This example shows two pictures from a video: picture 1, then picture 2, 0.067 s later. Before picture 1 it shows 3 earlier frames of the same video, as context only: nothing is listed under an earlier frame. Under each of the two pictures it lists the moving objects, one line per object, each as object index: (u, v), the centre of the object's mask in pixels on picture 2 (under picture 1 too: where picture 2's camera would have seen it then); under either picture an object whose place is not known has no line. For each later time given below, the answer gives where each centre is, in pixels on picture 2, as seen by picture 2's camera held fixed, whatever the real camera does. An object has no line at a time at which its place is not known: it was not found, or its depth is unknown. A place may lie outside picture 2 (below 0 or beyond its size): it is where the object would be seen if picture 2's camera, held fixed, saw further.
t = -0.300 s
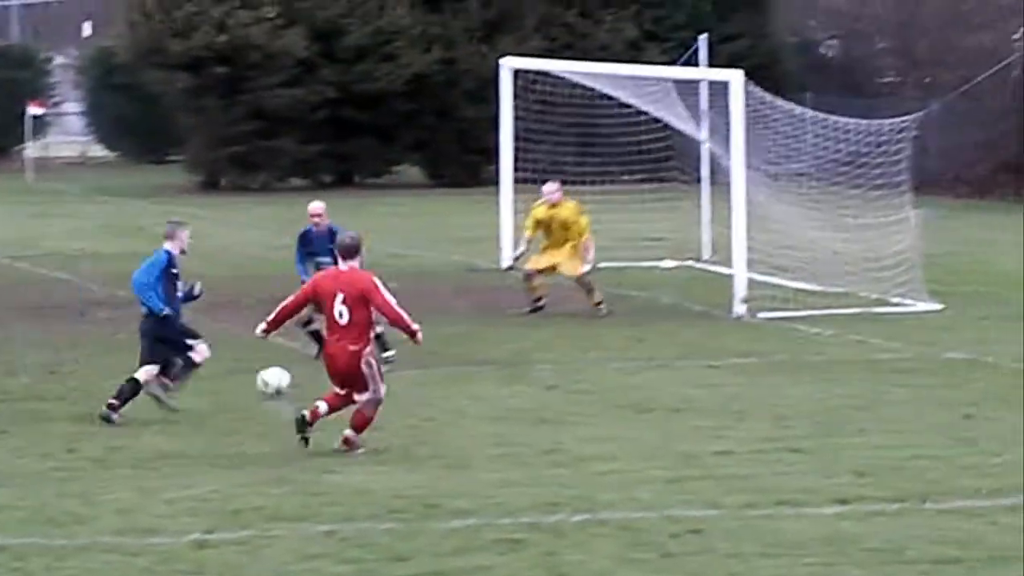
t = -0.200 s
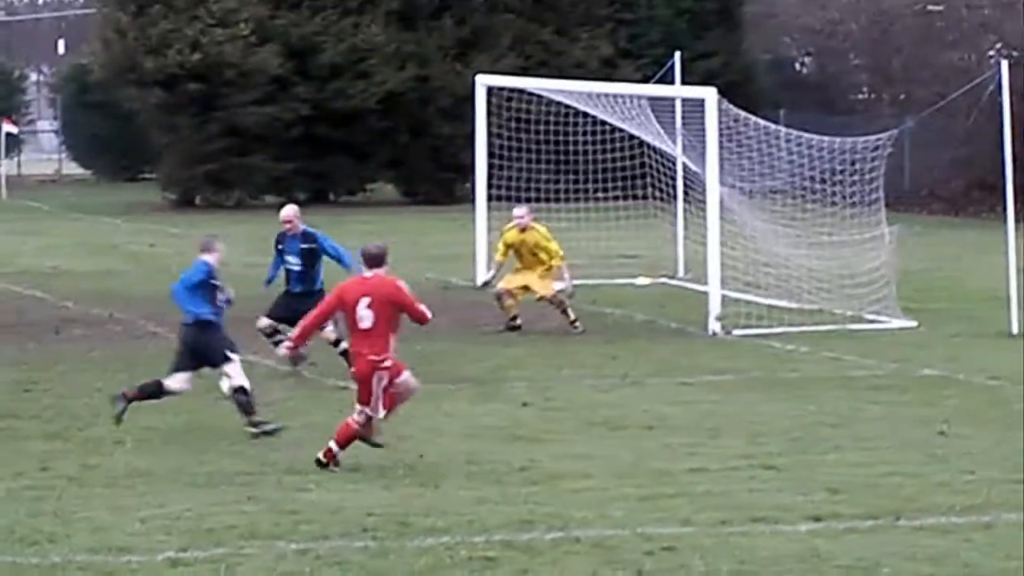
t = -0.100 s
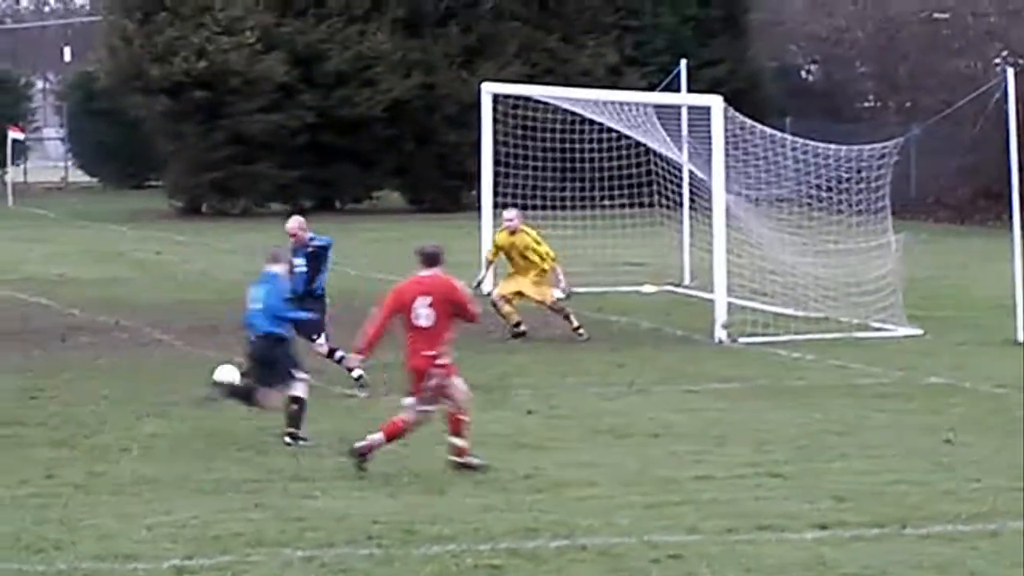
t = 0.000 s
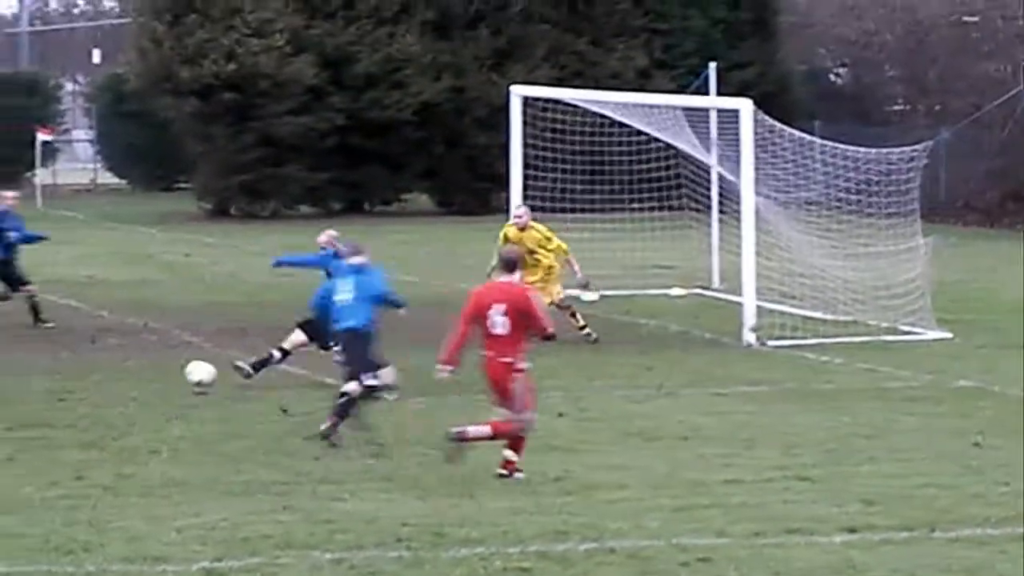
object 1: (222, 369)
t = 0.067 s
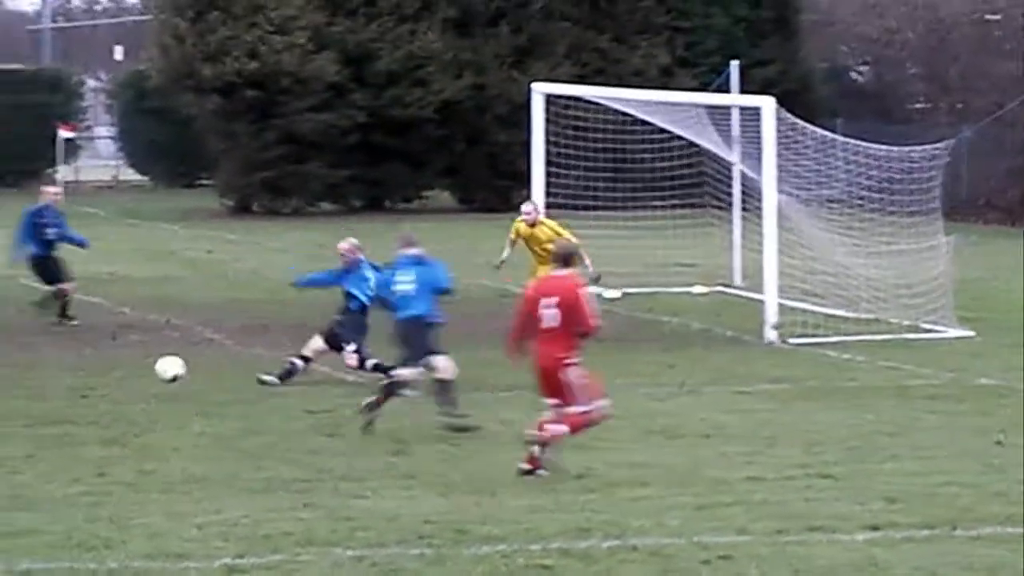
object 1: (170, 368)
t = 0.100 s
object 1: (144, 370)
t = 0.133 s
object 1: (117, 371)
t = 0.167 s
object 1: (90, 376)
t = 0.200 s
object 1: (63, 383)
